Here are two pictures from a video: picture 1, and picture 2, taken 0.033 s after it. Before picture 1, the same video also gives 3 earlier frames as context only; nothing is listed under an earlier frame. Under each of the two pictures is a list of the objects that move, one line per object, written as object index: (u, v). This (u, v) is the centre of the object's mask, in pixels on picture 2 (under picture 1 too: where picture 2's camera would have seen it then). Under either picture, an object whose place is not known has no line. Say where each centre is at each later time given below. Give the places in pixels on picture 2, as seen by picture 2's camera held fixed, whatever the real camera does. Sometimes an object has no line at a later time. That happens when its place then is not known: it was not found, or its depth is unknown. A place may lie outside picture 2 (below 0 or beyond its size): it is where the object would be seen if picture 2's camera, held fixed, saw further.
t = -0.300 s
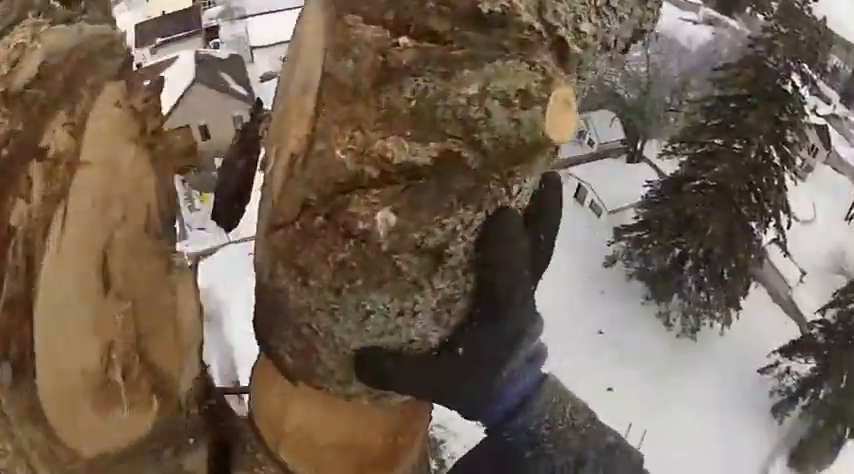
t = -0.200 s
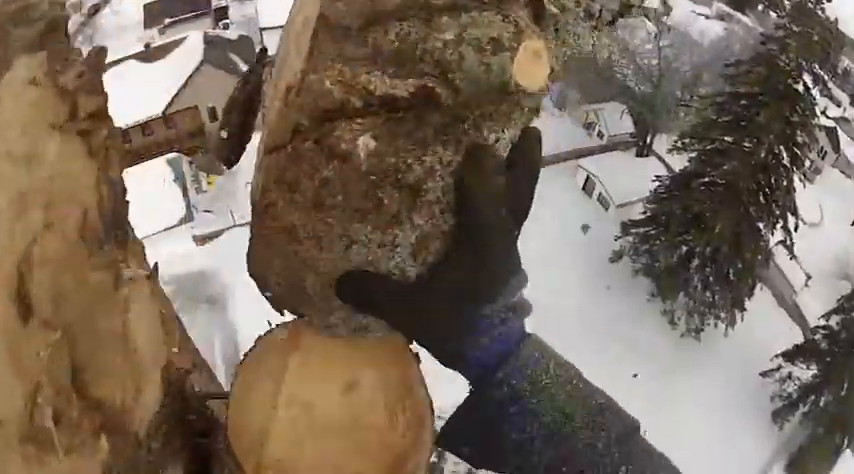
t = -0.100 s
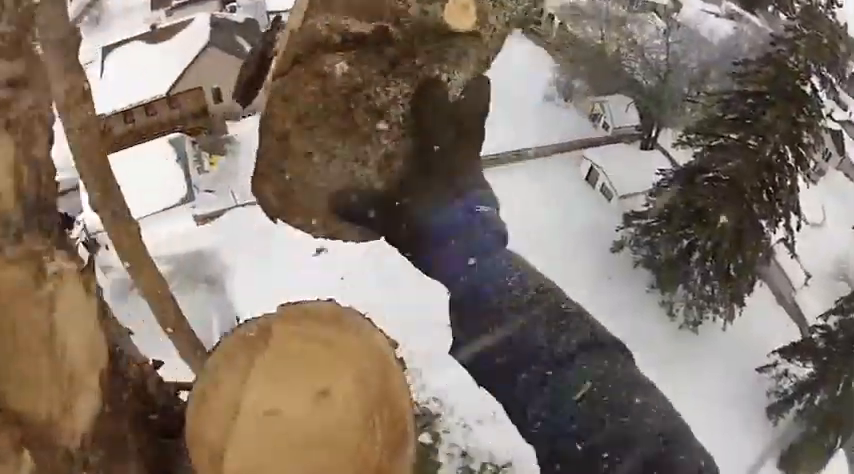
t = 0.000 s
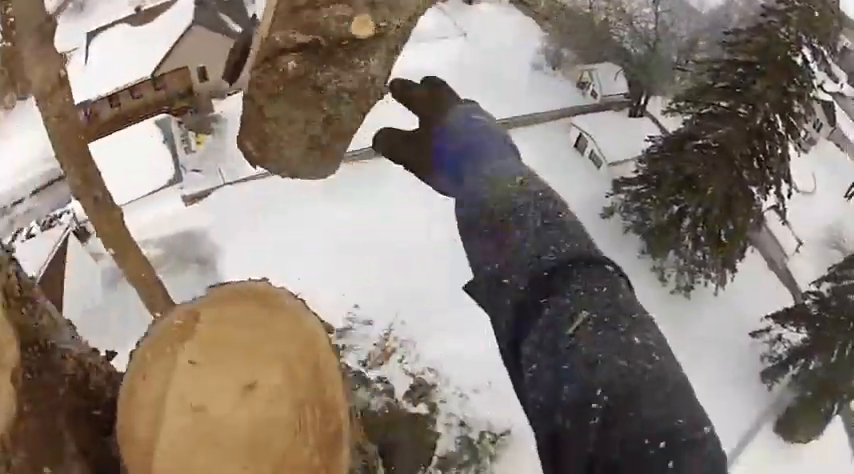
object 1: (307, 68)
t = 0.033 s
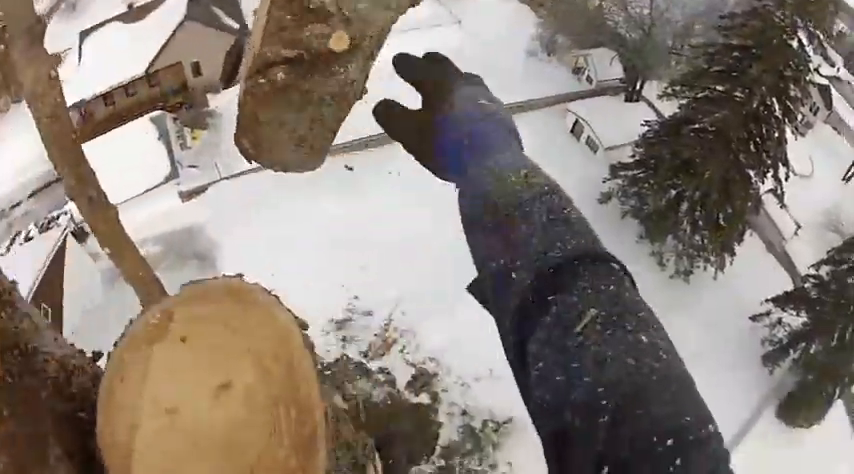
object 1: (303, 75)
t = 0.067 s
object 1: (299, 83)
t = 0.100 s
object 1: (298, 93)
